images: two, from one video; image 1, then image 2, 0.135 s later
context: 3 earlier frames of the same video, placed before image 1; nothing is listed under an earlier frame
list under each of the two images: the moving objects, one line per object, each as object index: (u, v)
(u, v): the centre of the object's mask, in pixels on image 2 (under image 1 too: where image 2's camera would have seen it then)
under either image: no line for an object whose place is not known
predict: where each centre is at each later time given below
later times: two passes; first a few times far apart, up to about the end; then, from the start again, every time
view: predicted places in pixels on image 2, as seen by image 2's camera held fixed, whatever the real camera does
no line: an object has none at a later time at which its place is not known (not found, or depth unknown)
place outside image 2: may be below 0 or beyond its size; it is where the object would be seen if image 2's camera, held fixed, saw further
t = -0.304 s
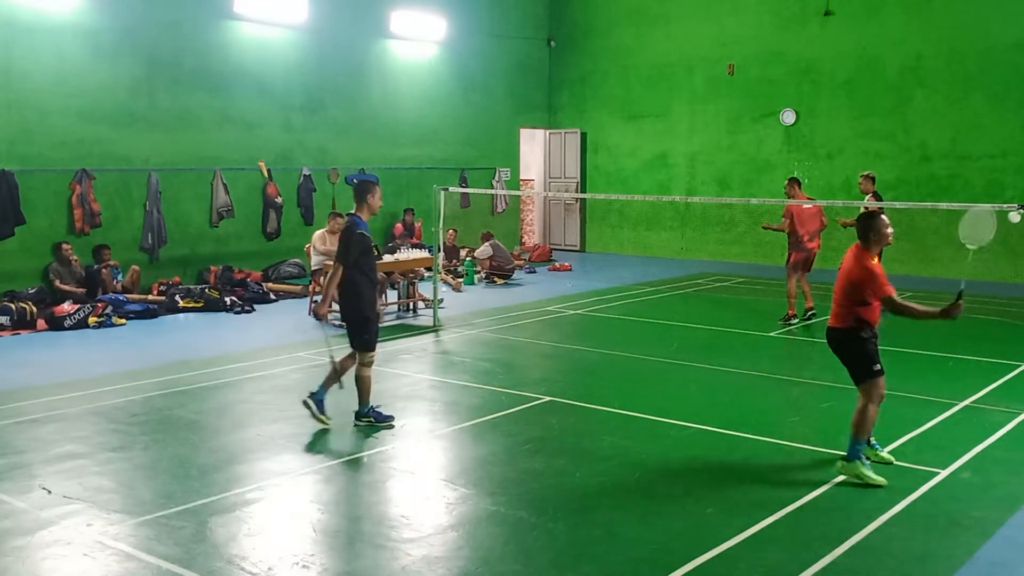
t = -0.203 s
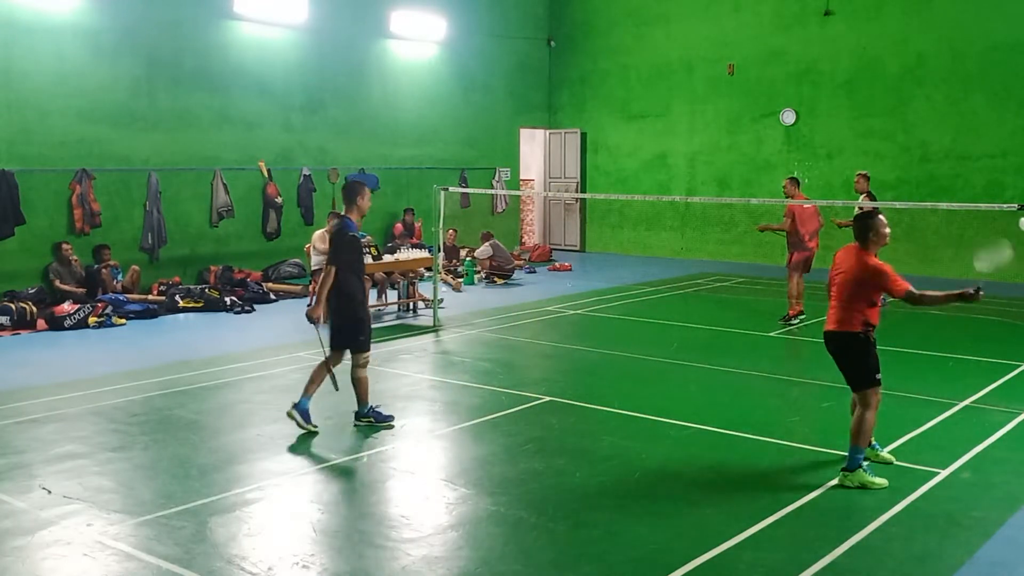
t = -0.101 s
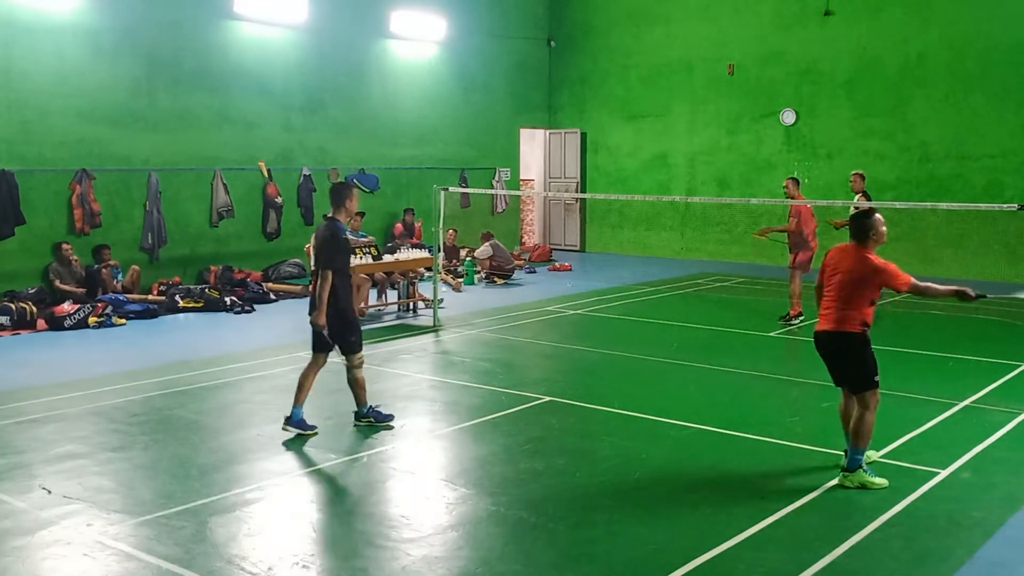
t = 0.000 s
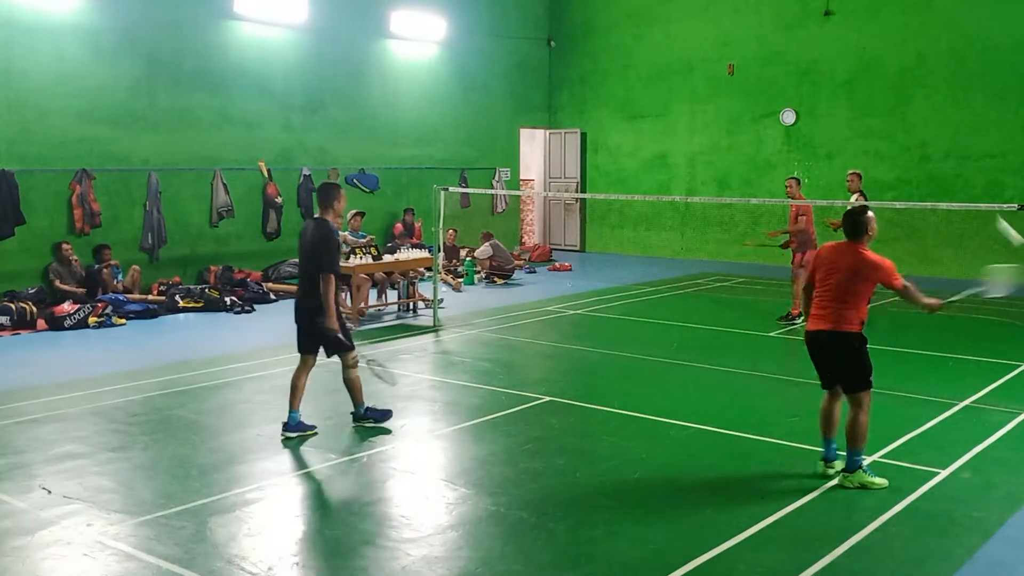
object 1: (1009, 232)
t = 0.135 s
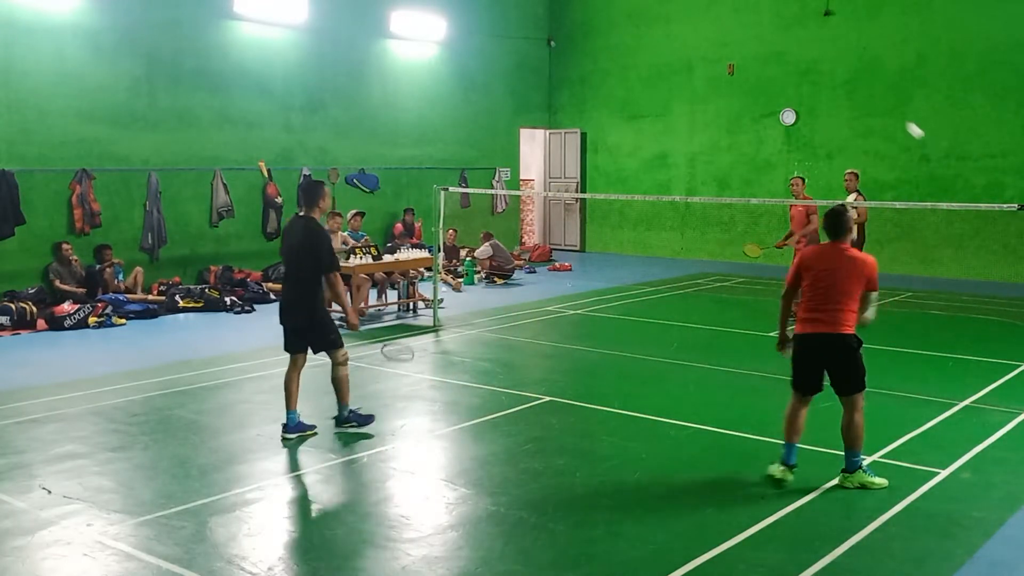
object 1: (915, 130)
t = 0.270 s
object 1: (858, 89)
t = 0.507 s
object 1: (795, 87)
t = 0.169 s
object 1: (898, 116)
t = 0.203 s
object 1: (883, 105)
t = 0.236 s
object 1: (870, 96)
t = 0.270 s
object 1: (858, 89)
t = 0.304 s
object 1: (846, 85)
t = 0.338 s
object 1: (836, 82)
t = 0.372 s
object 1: (827, 81)
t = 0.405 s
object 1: (818, 80)
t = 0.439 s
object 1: (810, 81)
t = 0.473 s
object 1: (803, 83)
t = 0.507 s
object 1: (795, 87)
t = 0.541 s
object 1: (789, 91)
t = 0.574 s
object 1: (783, 96)
